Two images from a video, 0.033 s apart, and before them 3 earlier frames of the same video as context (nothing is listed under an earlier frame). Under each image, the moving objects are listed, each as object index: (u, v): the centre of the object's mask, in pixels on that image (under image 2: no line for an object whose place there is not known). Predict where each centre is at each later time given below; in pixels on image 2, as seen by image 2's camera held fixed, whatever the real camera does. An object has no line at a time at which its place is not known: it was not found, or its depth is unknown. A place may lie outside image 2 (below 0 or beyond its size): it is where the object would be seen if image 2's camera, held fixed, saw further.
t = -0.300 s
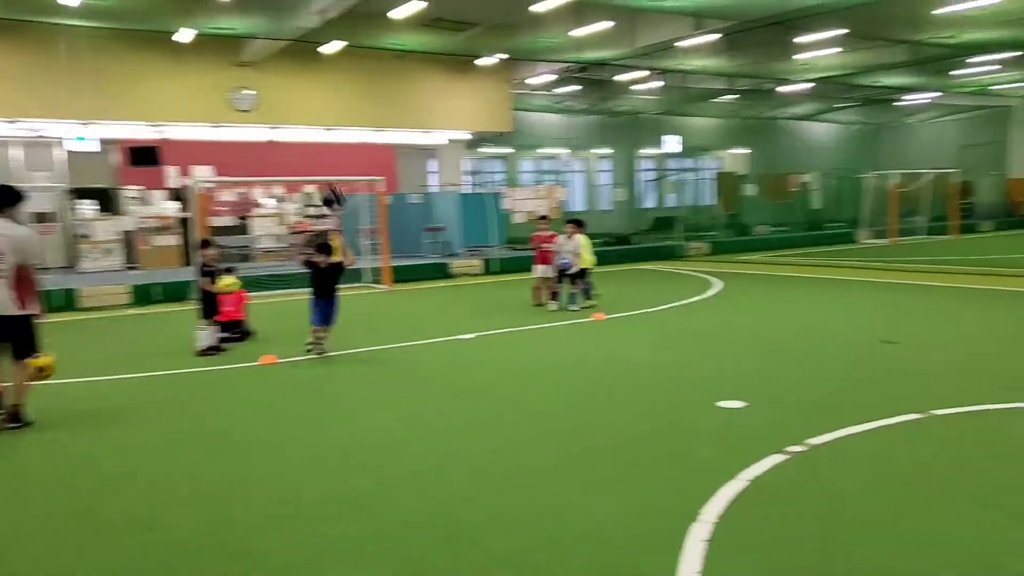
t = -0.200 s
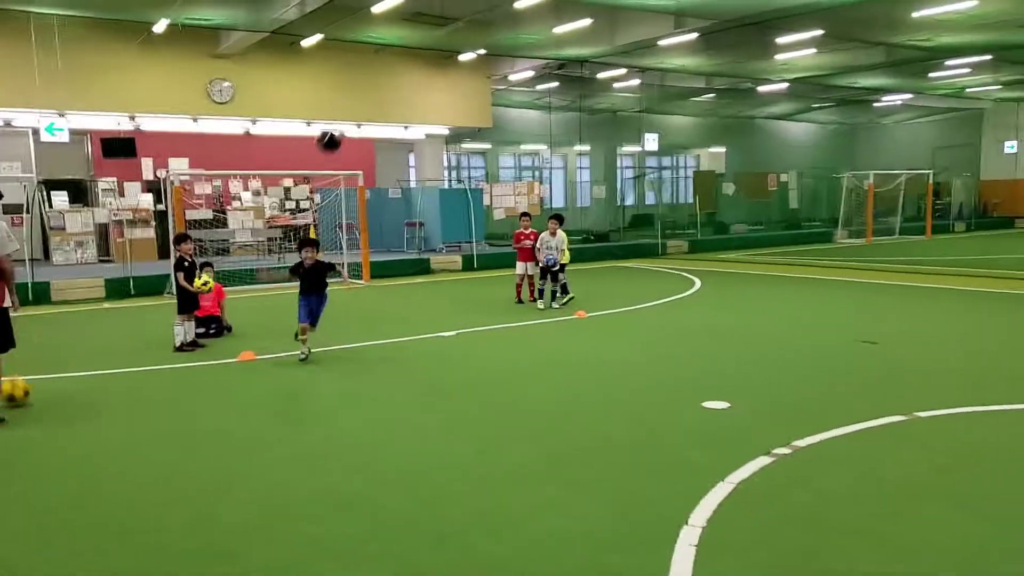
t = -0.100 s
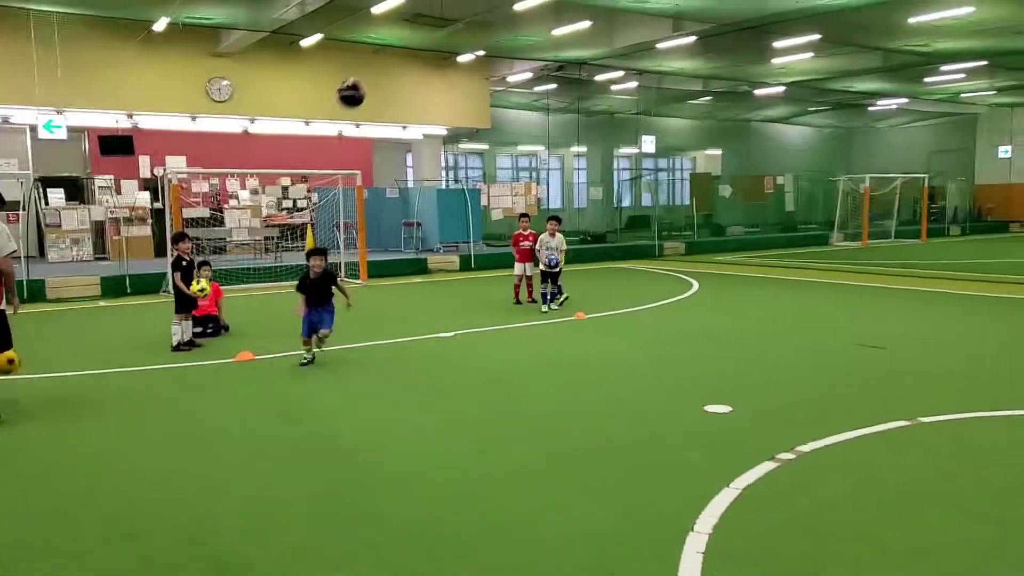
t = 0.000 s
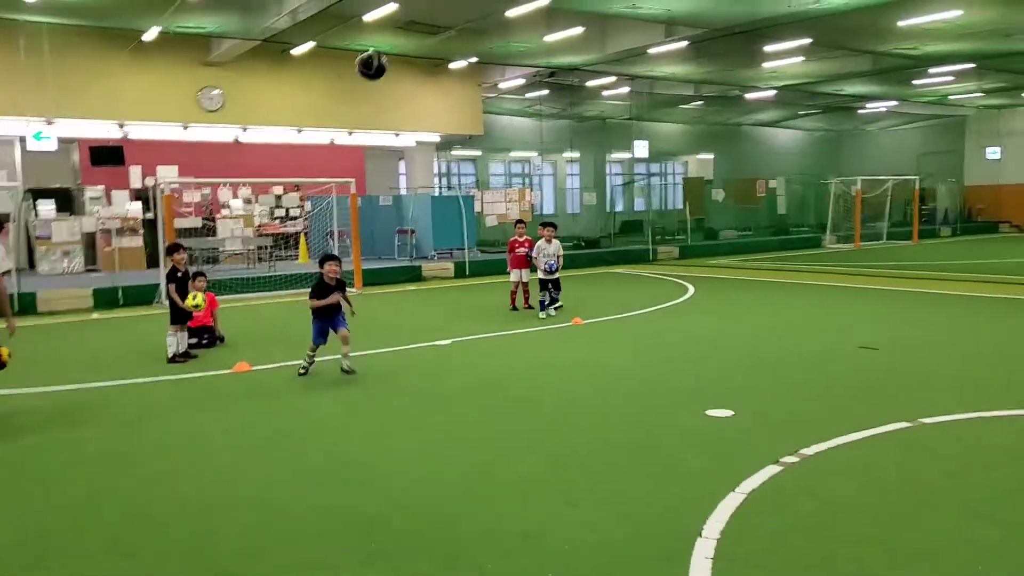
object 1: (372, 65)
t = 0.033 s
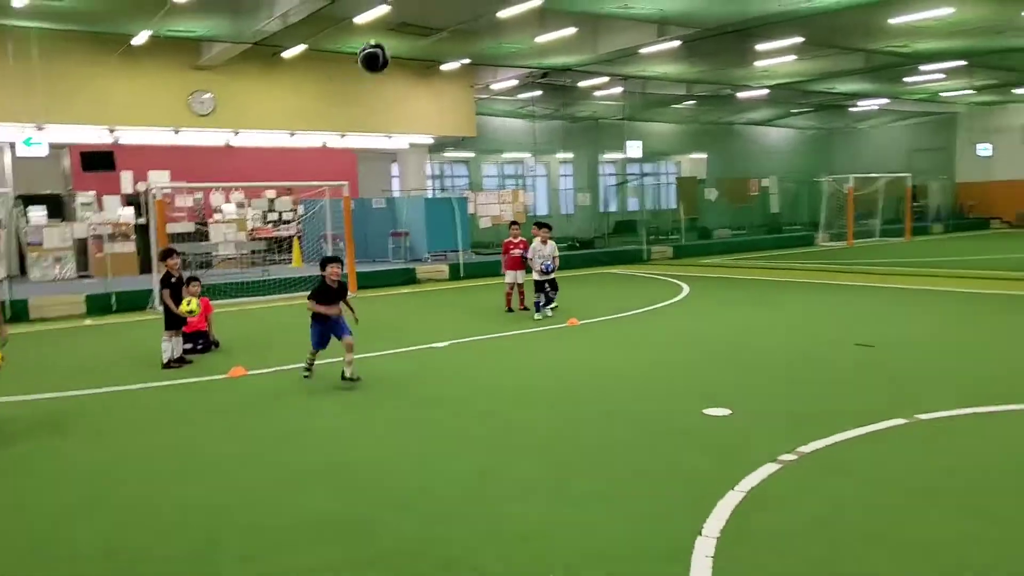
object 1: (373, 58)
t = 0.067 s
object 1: (384, 48)
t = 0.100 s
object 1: (397, 40)
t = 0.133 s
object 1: (409, 34)
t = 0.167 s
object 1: (423, 30)
